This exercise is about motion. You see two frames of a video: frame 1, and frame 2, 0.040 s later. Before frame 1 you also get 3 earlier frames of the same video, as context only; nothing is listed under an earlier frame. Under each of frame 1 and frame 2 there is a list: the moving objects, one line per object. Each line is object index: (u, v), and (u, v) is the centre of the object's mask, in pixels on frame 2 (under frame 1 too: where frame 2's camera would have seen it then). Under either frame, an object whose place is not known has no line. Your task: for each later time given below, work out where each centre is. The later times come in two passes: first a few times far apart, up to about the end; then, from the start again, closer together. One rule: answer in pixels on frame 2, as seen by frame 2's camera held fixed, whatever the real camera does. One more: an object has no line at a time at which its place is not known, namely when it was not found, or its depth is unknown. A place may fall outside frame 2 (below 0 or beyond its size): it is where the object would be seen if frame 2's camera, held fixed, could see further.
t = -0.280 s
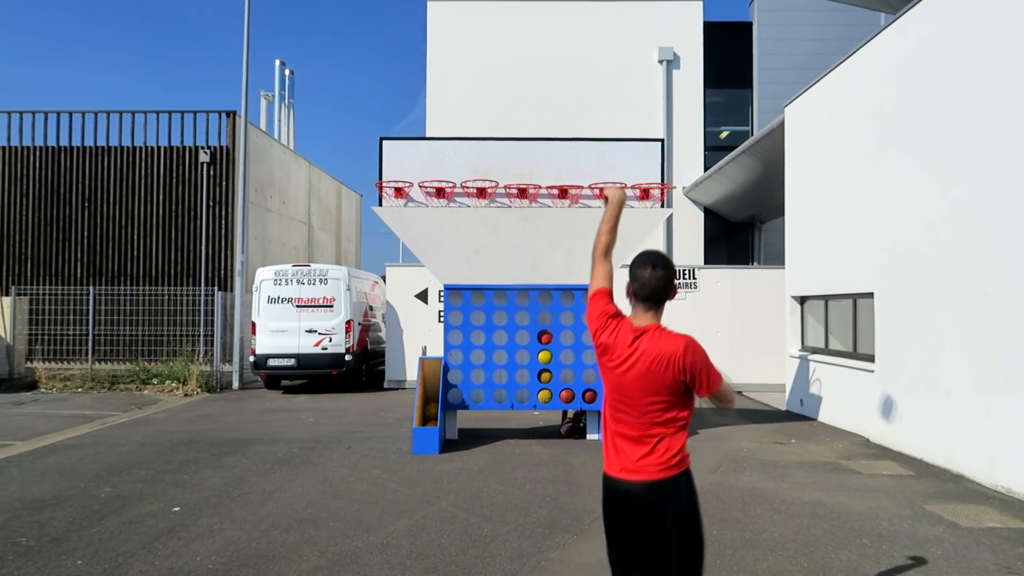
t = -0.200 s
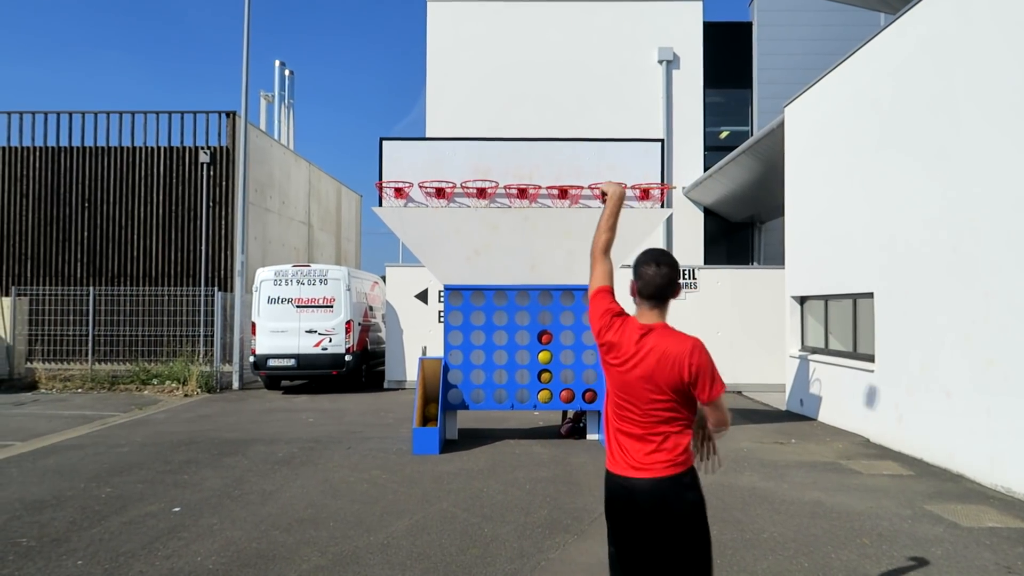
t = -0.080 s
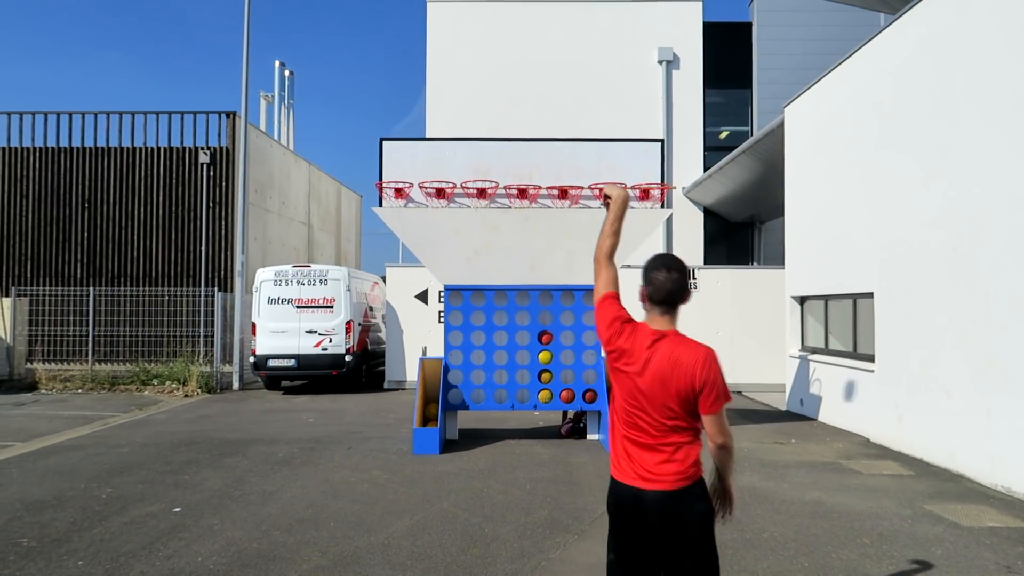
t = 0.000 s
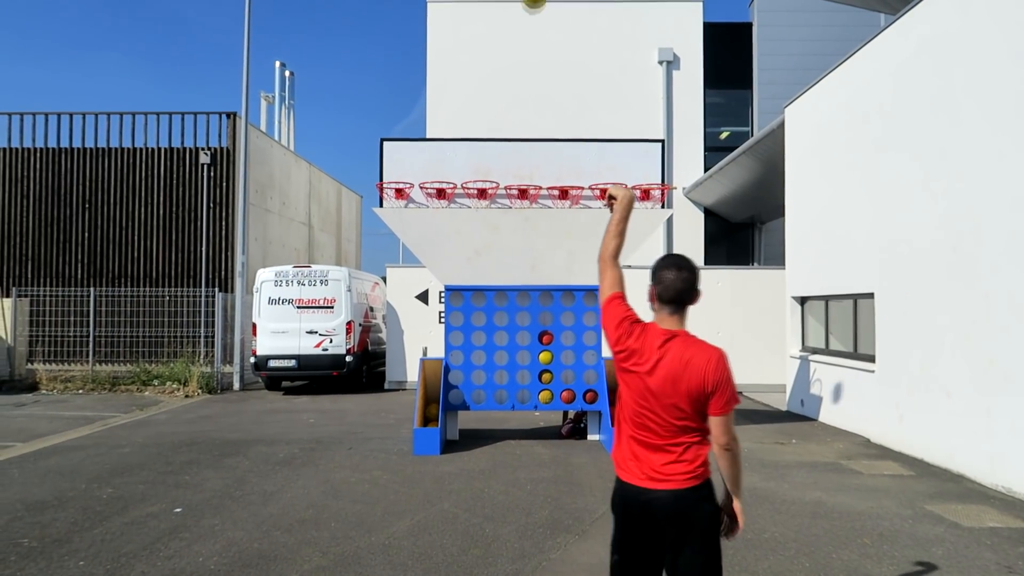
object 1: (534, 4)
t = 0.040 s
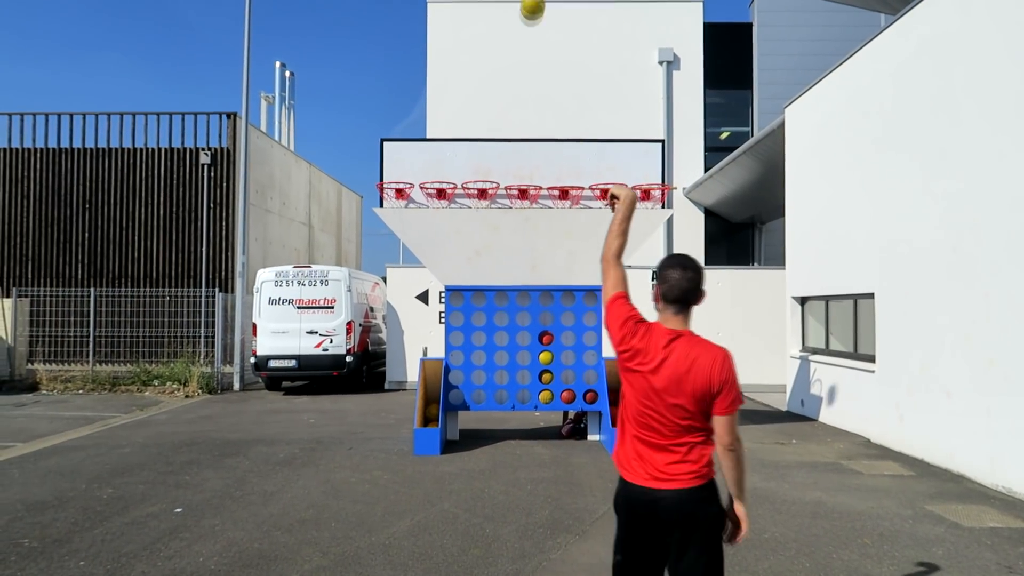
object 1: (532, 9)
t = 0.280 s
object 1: (520, 96)
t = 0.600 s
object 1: (508, 159)
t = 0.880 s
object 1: (500, 162)
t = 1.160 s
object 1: (482, 171)
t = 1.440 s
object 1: (464, 171)
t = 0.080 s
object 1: (530, 19)
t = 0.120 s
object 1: (528, 34)
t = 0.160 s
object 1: (526, 48)
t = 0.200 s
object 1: (524, 63)
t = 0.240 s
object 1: (522, 80)
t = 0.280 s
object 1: (520, 96)
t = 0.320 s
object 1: (518, 114)
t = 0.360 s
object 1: (516, 131)
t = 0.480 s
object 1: (511, 176)
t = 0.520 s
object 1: (510, 170)
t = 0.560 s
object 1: (508, 164)
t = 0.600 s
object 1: (508, 159)
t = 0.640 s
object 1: (506, 155)
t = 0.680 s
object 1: (505, 154)
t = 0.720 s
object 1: (504, 153)
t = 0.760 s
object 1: (503, 153)
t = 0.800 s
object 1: (502, 155)
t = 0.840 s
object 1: (501, 158)
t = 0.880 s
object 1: (500, 162)
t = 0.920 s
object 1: (499, 168)
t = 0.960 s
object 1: (498, 174)
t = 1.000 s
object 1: (496, 177)
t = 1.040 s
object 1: (493, 176)
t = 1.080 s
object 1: (489, 172)
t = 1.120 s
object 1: (485, 171)
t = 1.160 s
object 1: (482, 171)
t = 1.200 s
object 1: (478, 171)
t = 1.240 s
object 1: (474, 173)
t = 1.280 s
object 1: (470, 175)
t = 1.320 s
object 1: (468, 175)
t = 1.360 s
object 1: (467, 173)
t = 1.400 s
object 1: (465, 171)
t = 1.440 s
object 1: (464, 171)
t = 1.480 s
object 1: (462, 172)
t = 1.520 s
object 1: (461, 173)
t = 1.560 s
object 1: (459, 175)
